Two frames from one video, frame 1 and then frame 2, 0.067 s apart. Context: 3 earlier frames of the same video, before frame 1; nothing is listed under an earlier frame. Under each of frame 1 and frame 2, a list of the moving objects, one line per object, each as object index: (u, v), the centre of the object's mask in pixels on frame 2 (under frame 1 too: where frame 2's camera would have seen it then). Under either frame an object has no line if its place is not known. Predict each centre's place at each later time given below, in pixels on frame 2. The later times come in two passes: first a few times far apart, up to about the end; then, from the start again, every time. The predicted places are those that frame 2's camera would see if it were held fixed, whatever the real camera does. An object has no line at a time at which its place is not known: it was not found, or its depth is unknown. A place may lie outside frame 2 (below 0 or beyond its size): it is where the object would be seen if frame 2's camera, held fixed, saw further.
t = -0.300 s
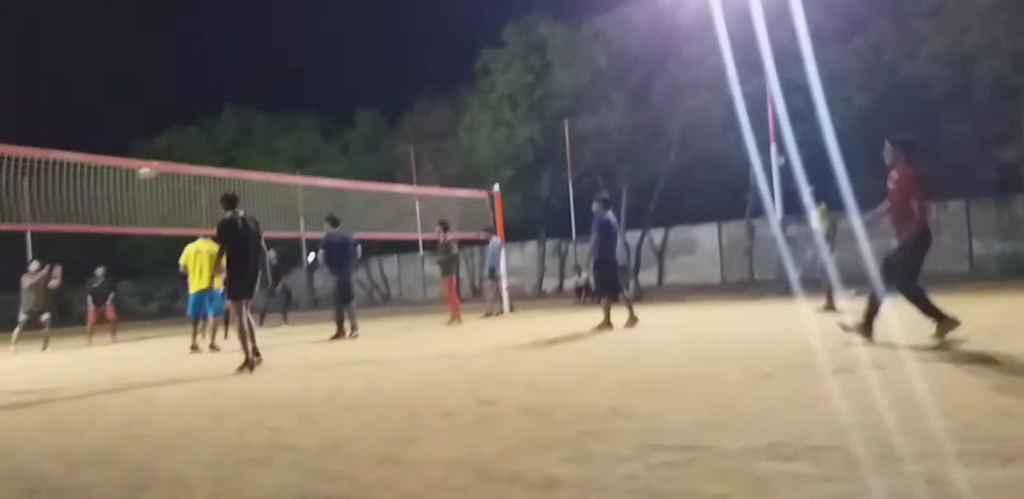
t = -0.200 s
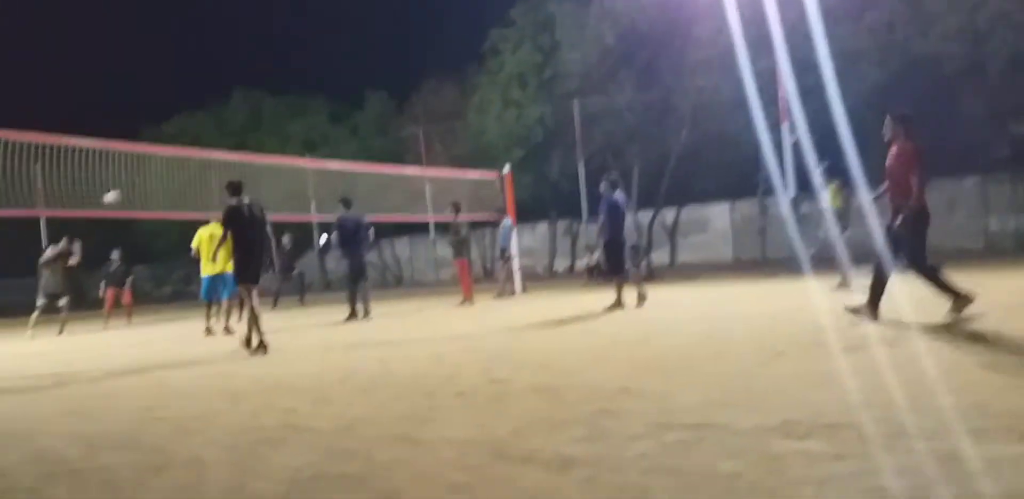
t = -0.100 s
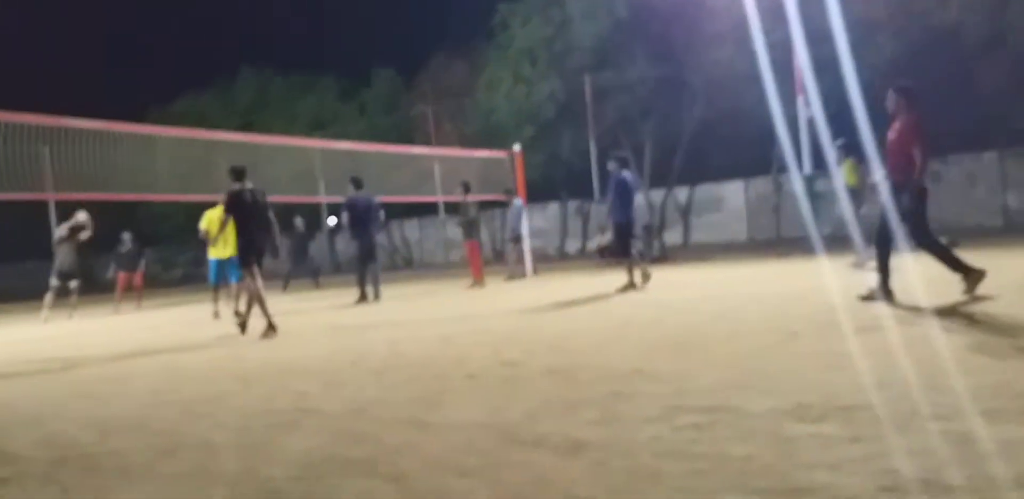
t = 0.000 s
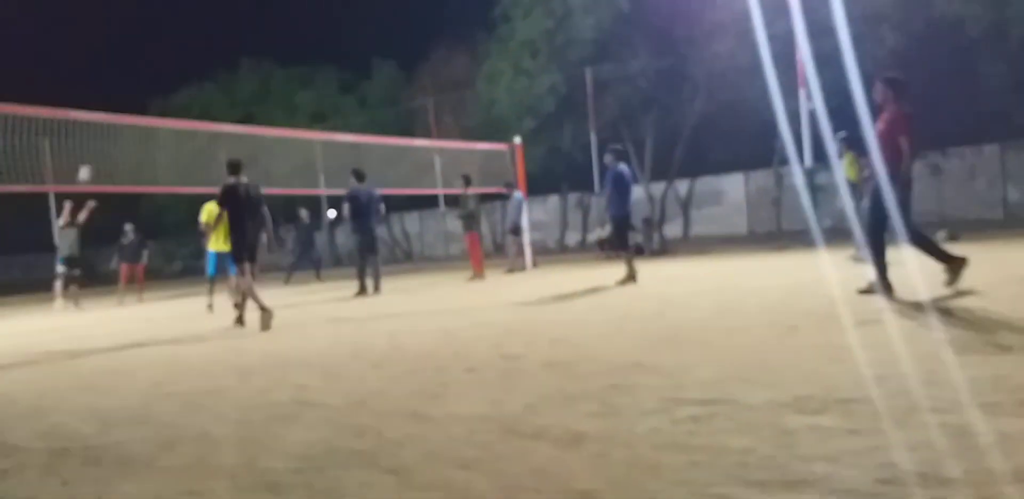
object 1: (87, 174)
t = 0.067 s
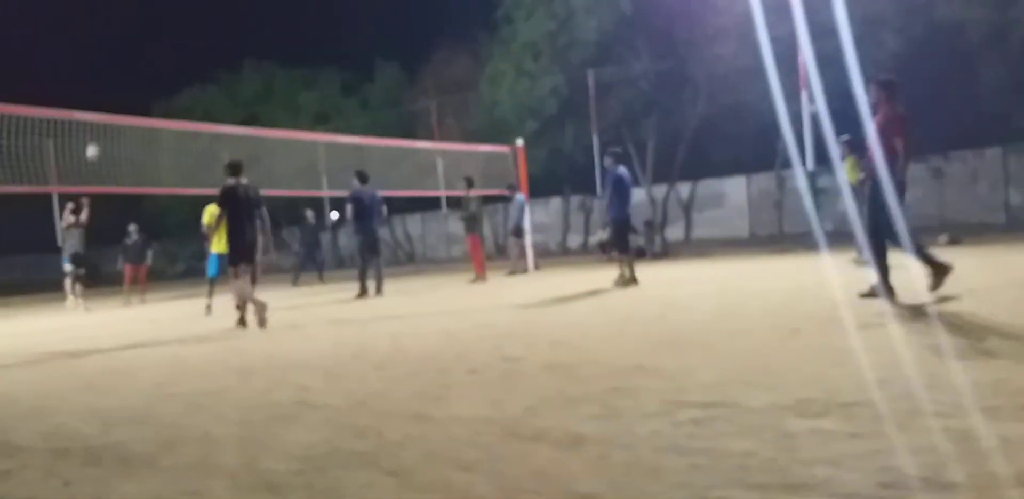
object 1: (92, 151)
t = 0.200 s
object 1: (101, 109)
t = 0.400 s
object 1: (113, 70)
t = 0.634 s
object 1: (130, 49)
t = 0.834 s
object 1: (146, 54)
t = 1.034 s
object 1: (161, 78)
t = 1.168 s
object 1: (173, 105)
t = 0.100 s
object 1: (94, 141)
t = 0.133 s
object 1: (96, 130)
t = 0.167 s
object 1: (97, 124)
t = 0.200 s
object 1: (101, 109)
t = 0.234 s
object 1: (103, 103)
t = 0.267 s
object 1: (105, 95)
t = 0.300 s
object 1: (107, 88)
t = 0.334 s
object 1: (109, 82)
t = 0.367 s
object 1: (111, 75)
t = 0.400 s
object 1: (113, 70)
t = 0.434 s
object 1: (116, 66)
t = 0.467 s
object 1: (118, 61)
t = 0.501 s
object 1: (120, 58)
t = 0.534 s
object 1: (122, 55)
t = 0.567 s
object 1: (124, 52)
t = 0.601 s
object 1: (127, 51)
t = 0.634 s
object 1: (130, 49)
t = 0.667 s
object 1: (132, 48)
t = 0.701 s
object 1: (135, 48)
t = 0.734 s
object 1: (137, 49)
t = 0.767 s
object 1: (140, 50)
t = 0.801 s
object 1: (143, 52)
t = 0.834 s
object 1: (146, 54)
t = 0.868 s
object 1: (148, 57)
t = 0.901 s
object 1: (150, 60)
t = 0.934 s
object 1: (153, 63)
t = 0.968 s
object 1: (156, 68)
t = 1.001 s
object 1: (159, 73)
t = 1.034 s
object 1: (161, 78)
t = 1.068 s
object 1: (165, 84)
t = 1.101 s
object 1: (167, 90)
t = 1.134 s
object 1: (170, 97)
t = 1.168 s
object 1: (173, 105)
